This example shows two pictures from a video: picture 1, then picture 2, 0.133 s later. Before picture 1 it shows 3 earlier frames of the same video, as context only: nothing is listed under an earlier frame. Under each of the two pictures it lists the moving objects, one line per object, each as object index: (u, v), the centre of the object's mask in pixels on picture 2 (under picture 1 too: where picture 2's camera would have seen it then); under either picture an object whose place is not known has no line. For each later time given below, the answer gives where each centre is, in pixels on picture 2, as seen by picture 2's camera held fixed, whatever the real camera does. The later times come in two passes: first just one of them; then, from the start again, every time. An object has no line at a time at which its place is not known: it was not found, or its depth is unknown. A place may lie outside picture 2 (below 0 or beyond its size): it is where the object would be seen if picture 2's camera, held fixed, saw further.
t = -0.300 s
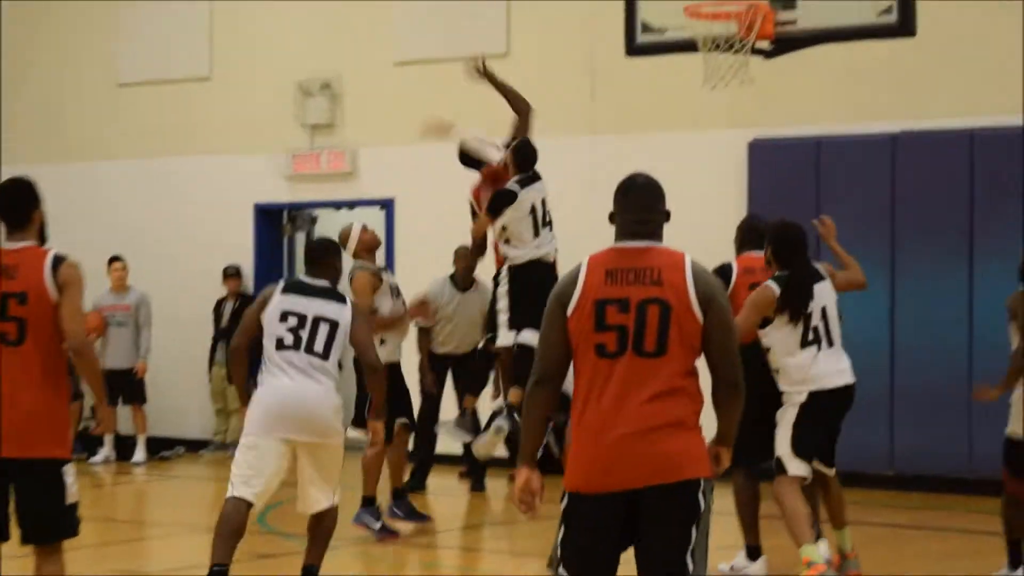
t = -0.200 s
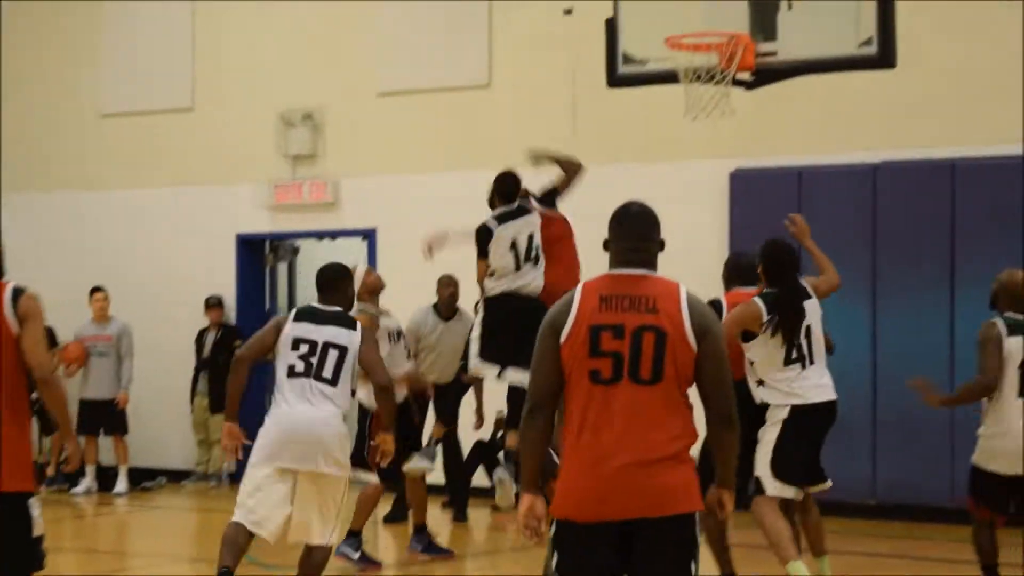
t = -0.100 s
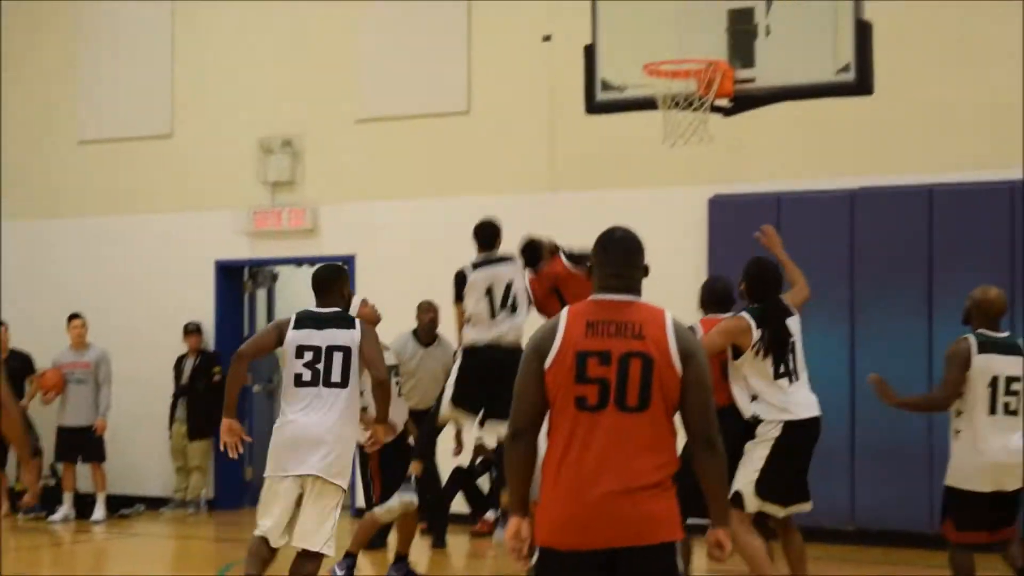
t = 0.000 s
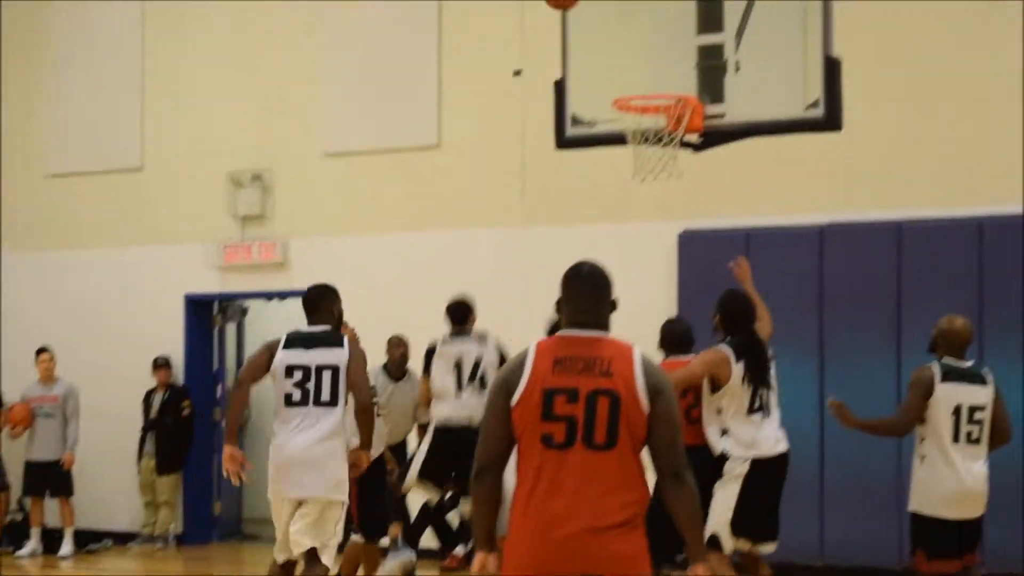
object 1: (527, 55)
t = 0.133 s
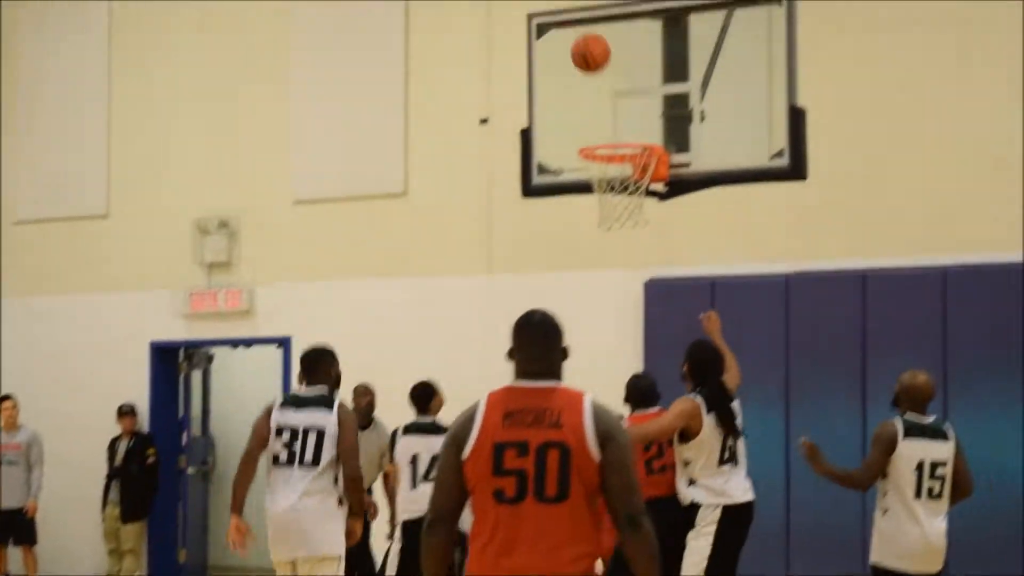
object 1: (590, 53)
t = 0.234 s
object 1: (634, 80)
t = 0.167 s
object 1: (606, 61)
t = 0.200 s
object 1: (622, 71)
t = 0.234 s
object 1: (634, 80)
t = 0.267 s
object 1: (639, 90)
